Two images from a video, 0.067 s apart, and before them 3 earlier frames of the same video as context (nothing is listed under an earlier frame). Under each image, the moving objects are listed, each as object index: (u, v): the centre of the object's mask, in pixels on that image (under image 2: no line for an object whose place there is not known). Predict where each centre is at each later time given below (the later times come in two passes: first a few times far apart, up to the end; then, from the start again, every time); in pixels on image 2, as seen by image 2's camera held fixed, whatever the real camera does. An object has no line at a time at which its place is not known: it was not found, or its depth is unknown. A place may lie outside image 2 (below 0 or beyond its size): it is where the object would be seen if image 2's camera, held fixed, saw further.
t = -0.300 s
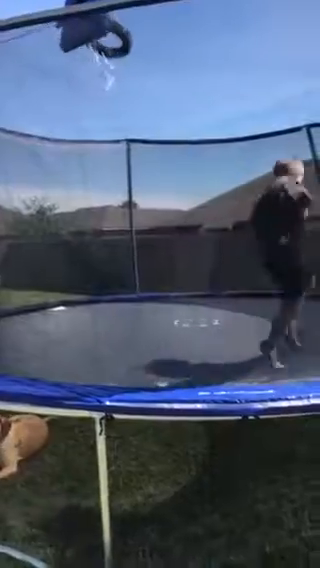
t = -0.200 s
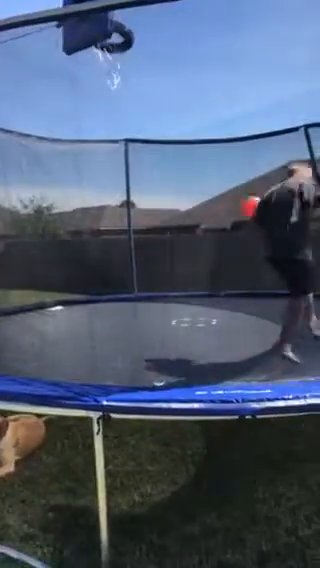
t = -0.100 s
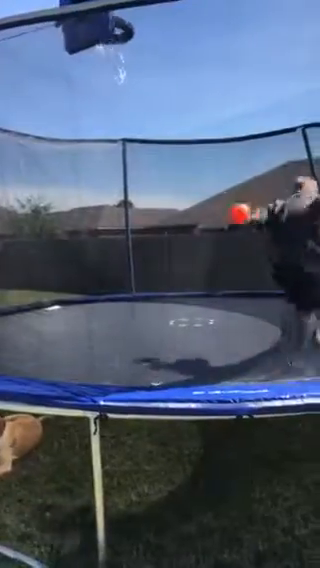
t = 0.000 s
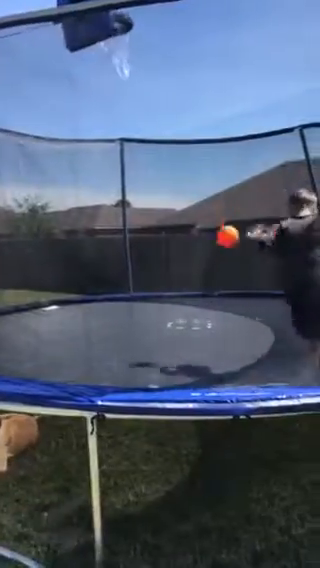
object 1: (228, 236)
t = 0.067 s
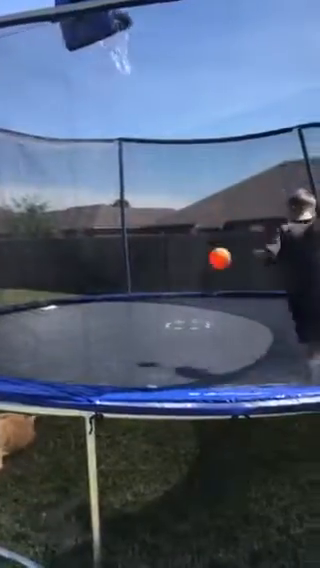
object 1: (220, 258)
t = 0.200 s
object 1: (208, 323)
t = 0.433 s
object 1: (194, 296)
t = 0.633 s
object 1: (187, 294)
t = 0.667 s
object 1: (186, 300)
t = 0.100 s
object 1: (217, 272)
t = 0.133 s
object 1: (214, 287)
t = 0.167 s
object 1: (212, 304)
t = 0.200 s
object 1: (208, 323)
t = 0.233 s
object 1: (204, 342)
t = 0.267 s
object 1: (204, 341)
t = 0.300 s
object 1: (202, 327)
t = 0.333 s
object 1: (200, 317)
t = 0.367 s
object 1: (198, 308)
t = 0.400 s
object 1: (196, 299)
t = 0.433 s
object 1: (194, 296)
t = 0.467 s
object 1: (194, 292)
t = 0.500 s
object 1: (192, 291)
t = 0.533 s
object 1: (192, 290)
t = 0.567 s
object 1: (190, 287)
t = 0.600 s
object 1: (188, 290)
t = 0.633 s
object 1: (187, 294)
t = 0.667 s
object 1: (186, 300)
